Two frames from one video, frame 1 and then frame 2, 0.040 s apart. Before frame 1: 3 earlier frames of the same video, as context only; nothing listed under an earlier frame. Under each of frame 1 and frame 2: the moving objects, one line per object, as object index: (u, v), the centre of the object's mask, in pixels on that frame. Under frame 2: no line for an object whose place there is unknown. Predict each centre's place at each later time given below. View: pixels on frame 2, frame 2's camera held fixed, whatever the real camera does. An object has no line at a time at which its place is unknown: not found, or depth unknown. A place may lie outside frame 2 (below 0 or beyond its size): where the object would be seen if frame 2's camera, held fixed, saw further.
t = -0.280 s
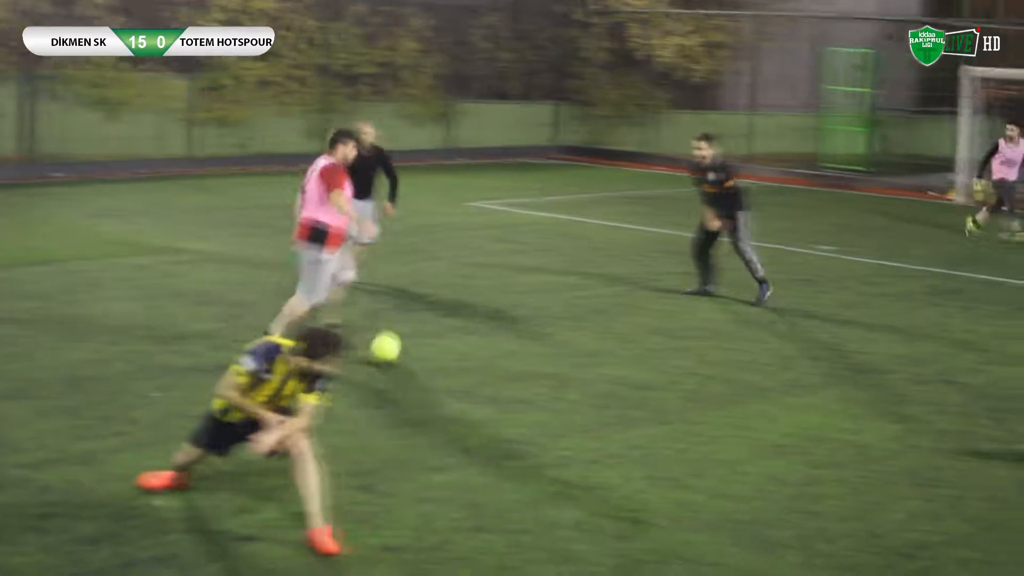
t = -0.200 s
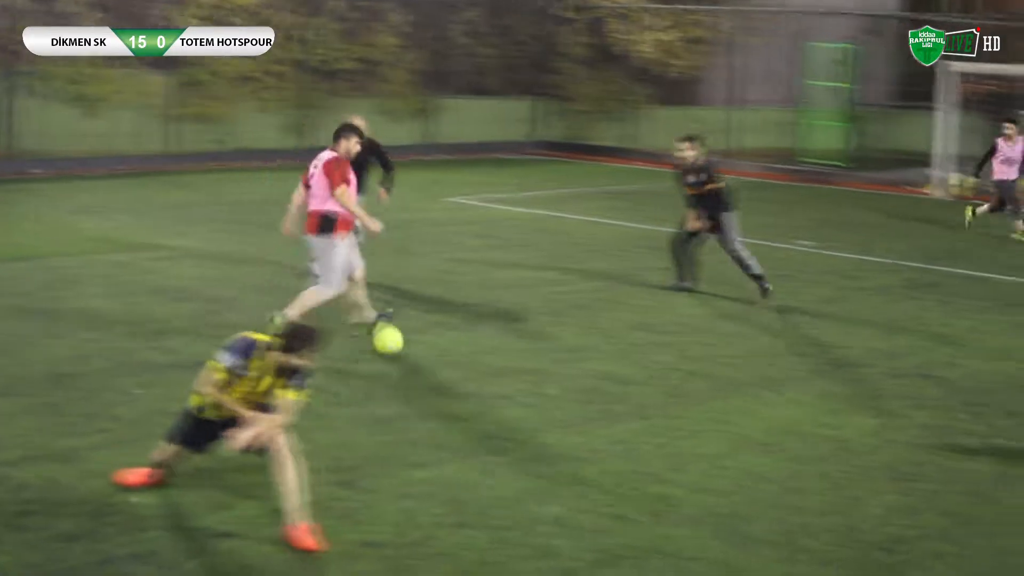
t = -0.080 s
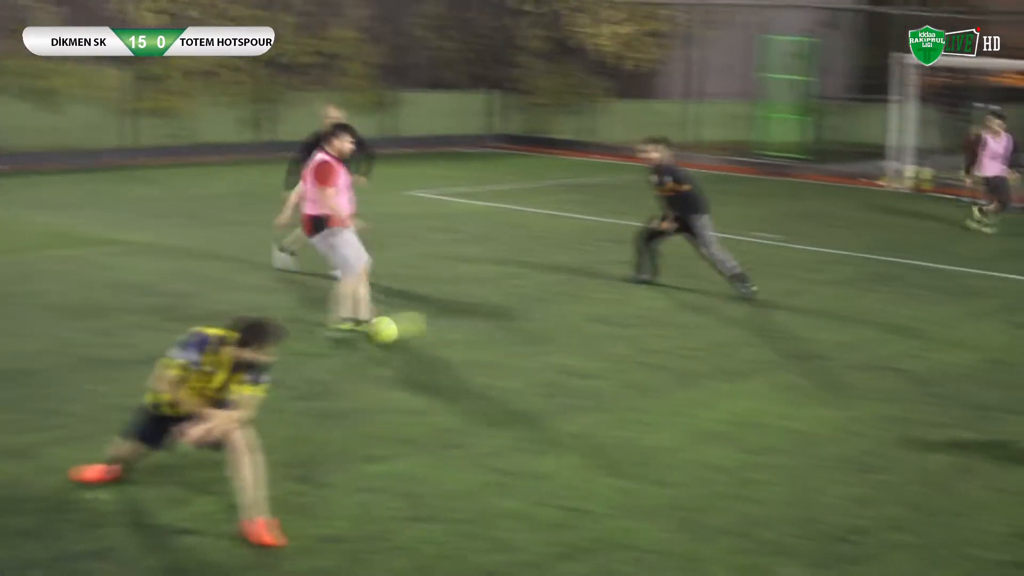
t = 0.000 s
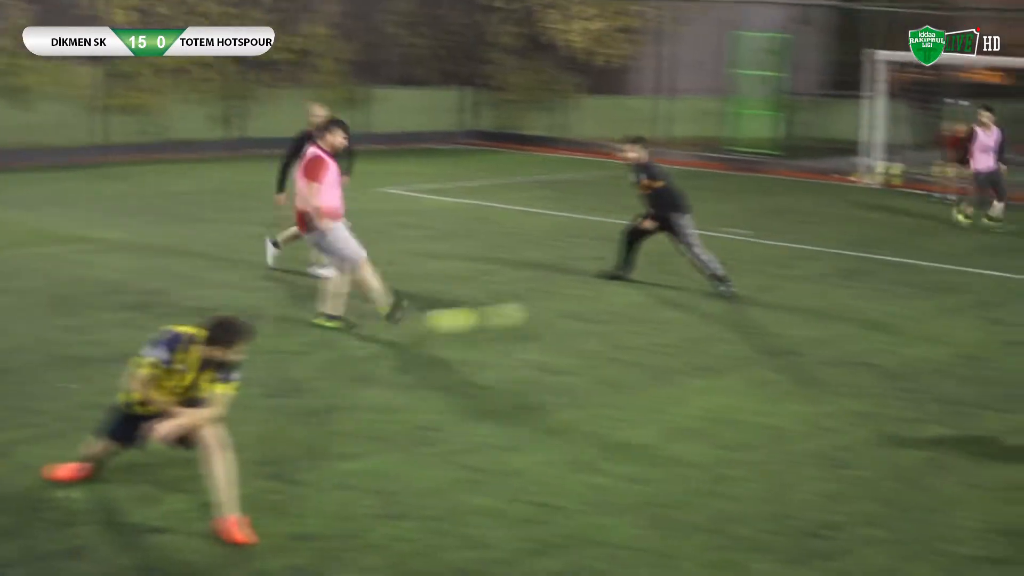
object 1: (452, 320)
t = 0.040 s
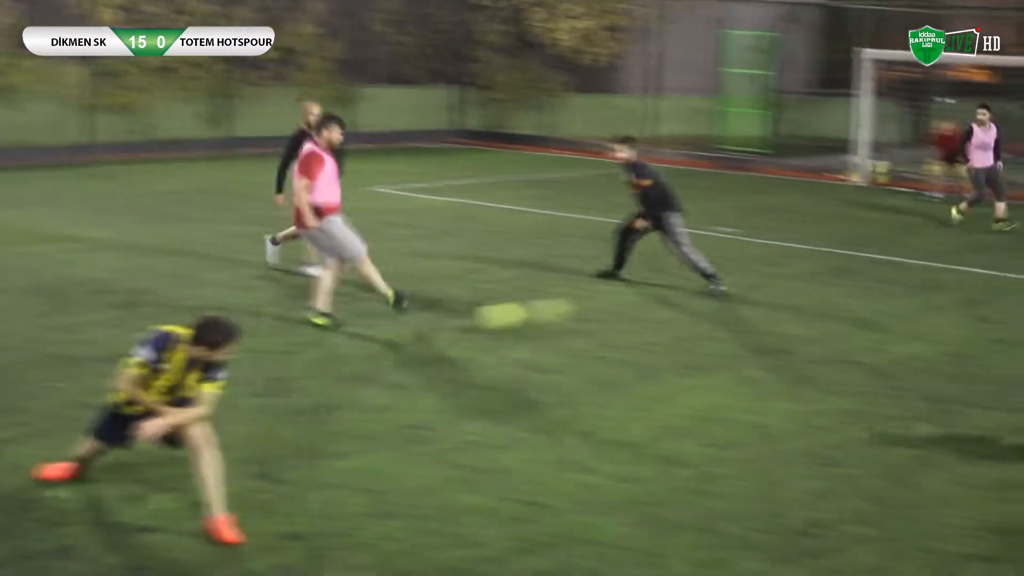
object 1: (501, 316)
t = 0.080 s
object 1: (558, 312)
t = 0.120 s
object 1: (613, 309)
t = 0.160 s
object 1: (664, 306)
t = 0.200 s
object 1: (709, 303)
